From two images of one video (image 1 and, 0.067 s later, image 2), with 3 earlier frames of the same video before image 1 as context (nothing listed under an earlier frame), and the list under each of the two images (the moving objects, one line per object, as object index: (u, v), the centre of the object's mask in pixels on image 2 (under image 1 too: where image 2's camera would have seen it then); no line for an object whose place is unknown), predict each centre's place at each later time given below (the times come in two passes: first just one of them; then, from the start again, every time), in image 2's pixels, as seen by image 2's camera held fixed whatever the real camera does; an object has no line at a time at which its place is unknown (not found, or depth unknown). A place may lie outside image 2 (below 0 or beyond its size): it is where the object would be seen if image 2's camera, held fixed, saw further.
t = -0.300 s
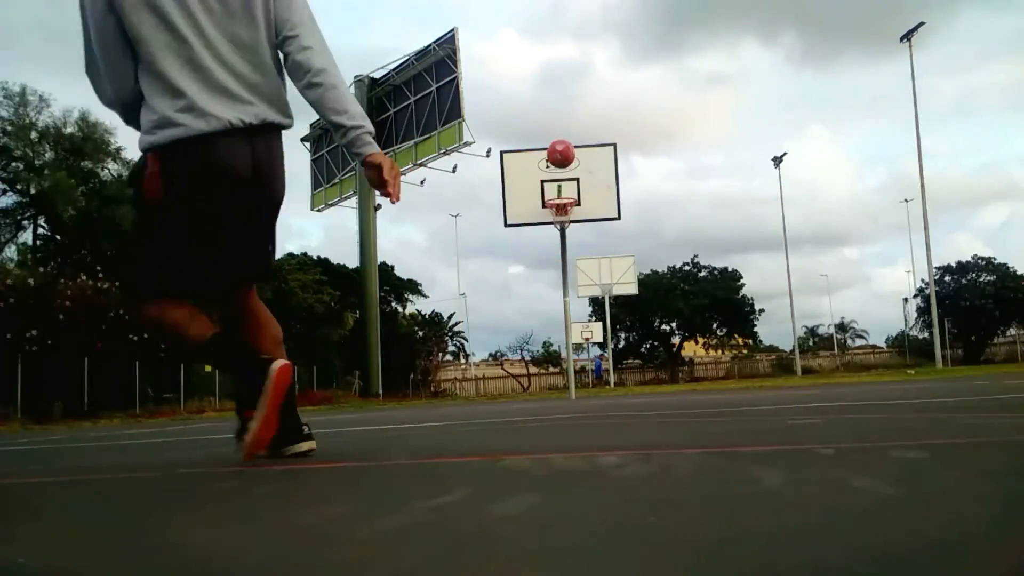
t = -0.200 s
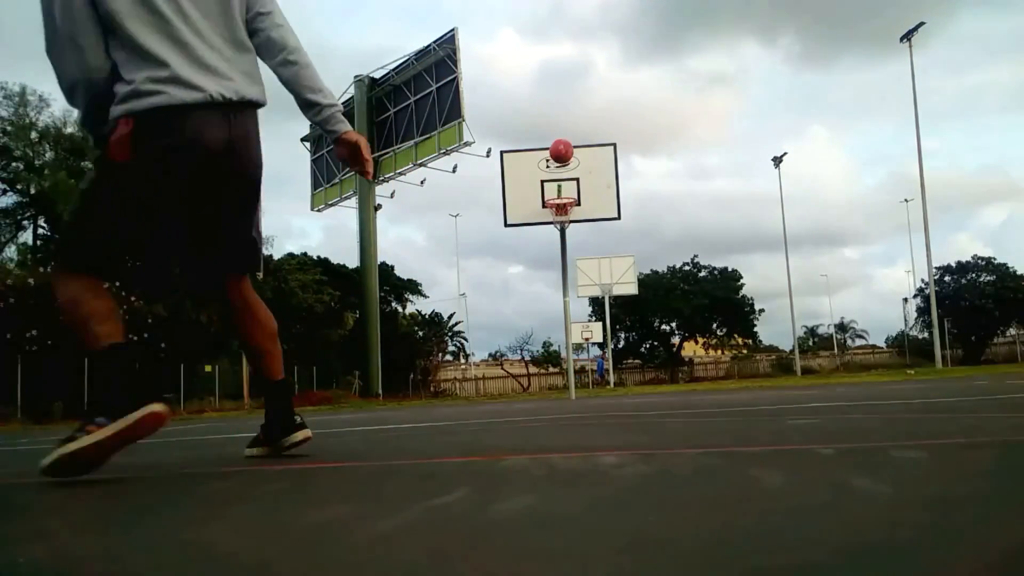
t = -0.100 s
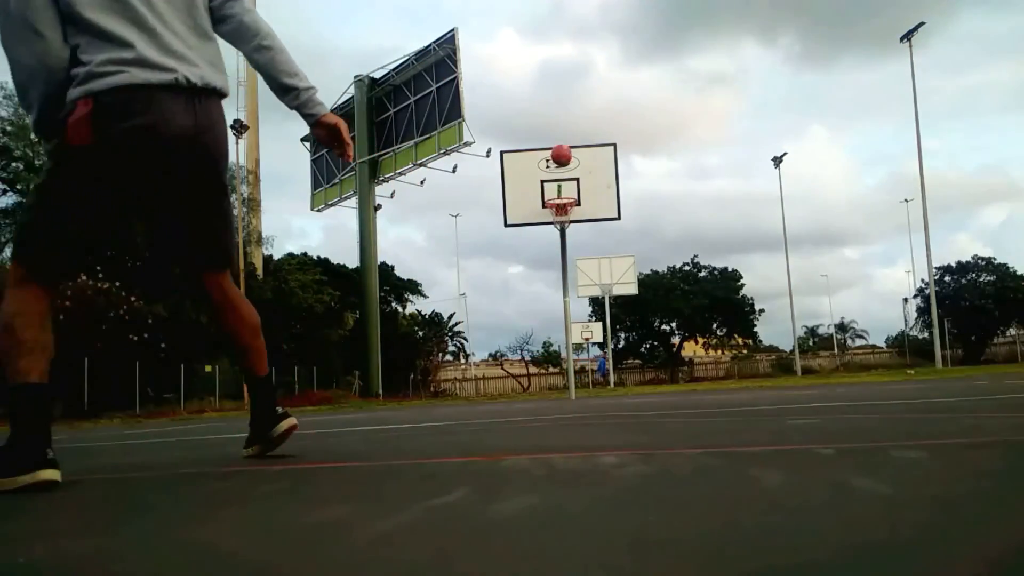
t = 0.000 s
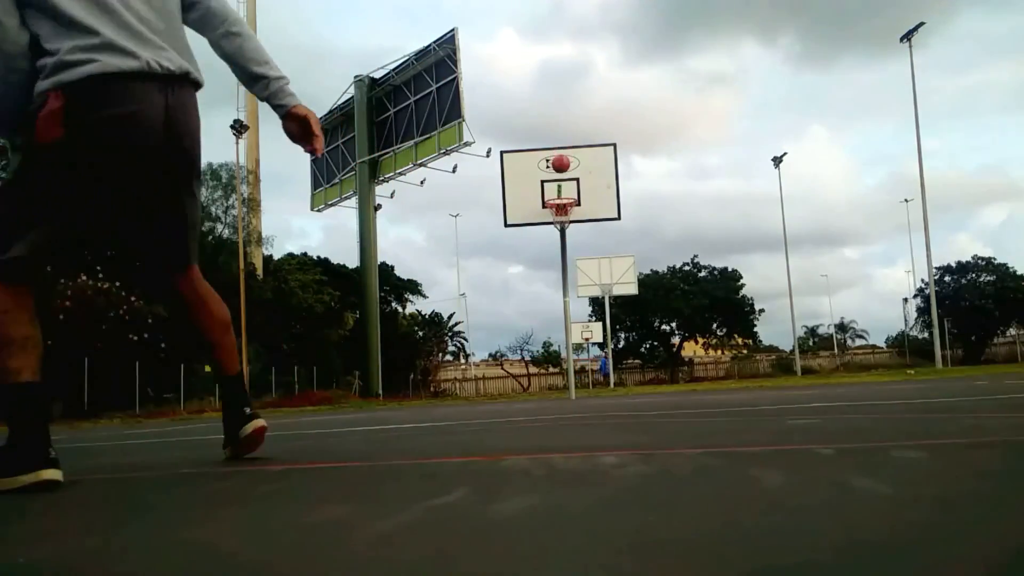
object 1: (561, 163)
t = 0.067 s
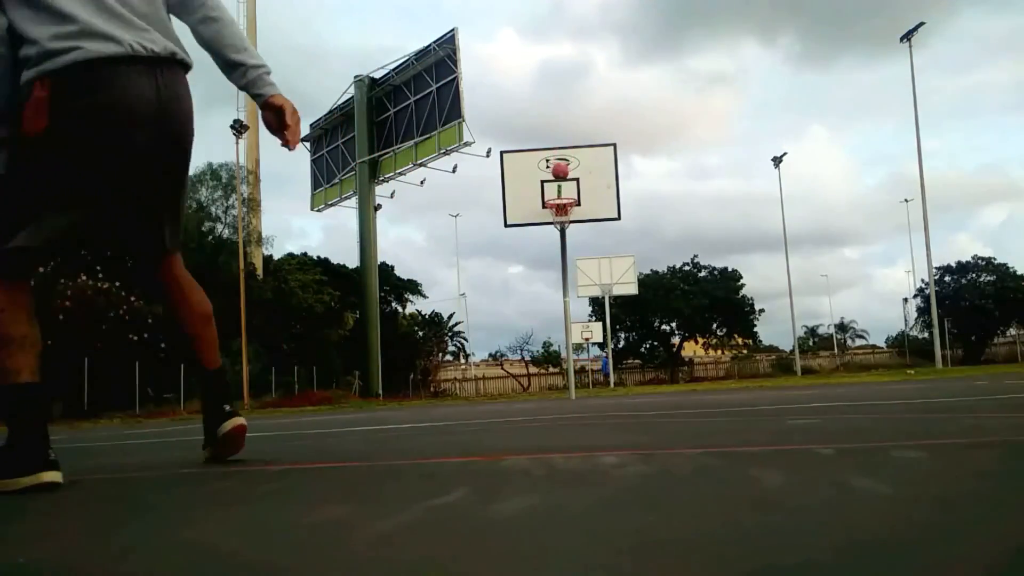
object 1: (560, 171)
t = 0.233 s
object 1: (558, 195)
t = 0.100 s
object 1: (560, 175)
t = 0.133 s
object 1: (560, 180)
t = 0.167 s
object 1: (559, 185)
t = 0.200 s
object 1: (559, 190)
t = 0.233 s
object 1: (558, 195)
